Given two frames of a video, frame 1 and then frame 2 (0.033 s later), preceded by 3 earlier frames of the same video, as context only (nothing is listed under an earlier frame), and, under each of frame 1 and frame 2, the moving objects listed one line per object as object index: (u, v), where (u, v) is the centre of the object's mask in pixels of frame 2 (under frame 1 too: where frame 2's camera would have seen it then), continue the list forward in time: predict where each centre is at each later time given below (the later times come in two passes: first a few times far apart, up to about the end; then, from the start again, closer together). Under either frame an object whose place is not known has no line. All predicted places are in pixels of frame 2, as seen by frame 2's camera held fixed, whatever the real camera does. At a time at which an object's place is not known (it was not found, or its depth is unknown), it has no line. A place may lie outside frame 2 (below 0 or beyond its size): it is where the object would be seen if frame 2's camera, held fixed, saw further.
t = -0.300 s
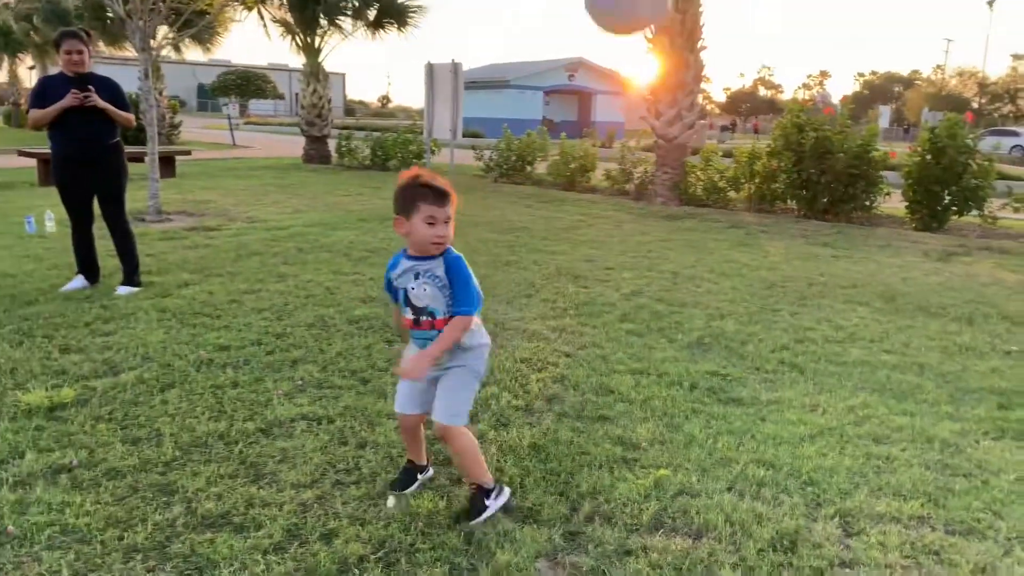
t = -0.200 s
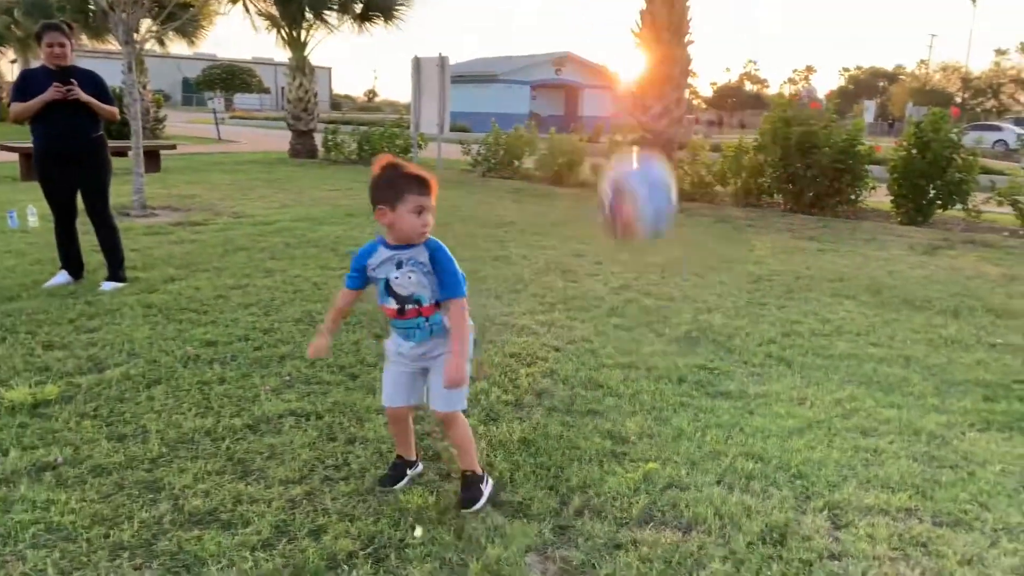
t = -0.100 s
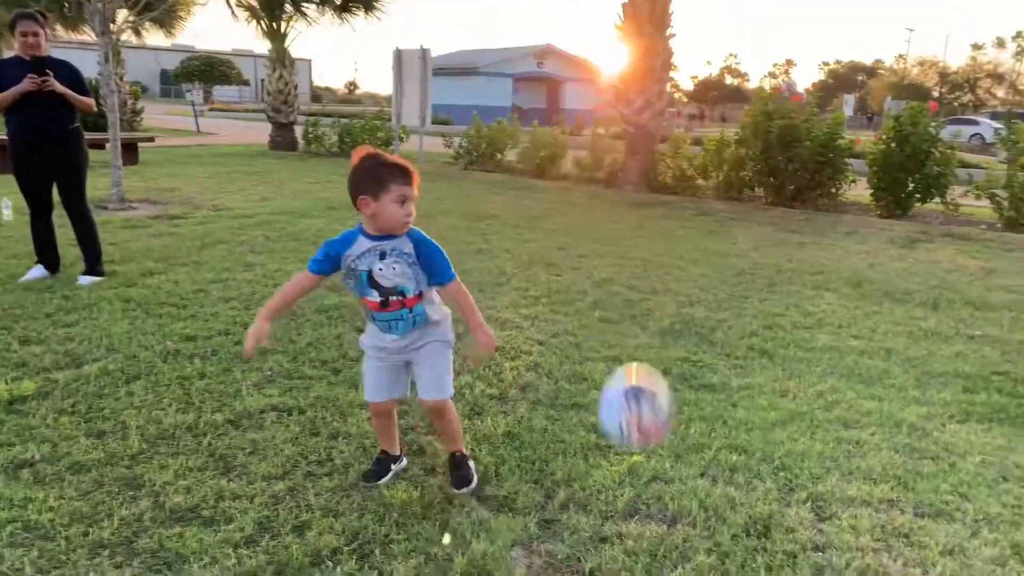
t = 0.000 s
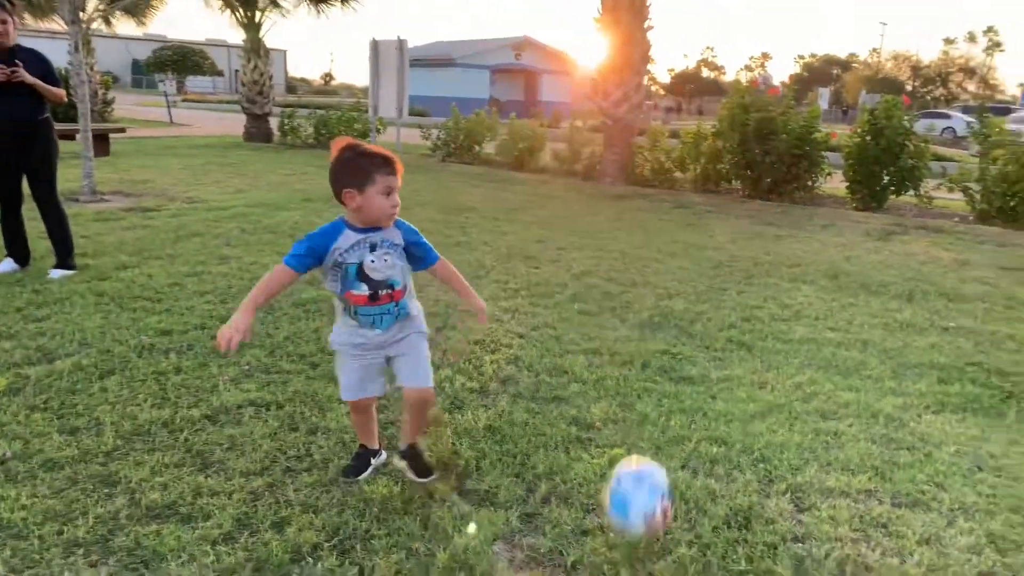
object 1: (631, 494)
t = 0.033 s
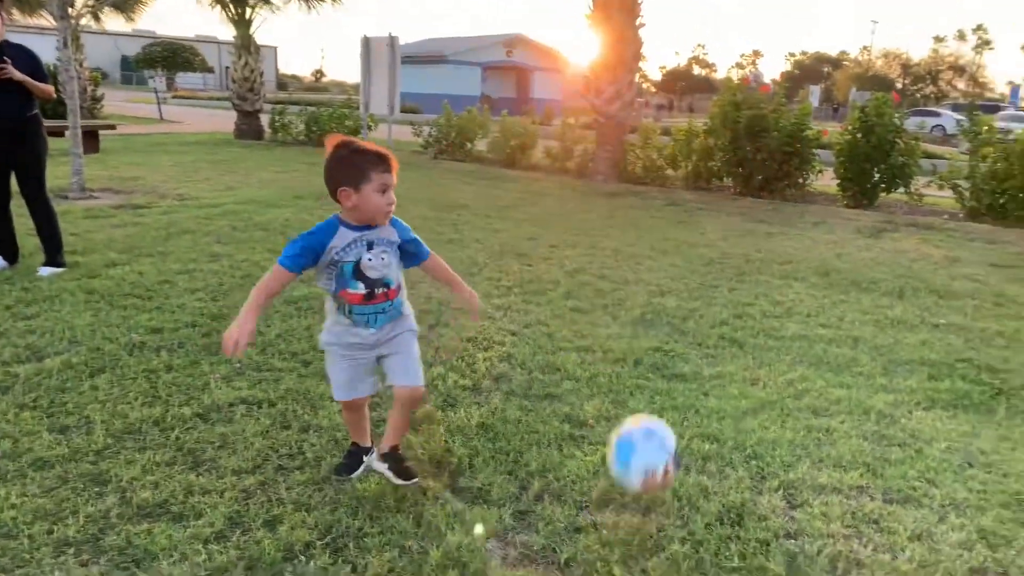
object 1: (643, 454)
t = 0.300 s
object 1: (732, 273)
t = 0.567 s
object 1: (783, 358)
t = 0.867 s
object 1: (840, 422)
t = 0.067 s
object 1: (655, 417)
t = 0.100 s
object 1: (667, 384)
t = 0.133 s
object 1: (678, 356)
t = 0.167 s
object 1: (689, 331)
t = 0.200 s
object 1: (700, 310)
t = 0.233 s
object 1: (711, 292)
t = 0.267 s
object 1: (721, 281)
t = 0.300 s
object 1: (732, 273)
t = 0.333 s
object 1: (741, 270)
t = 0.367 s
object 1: (749, 271)
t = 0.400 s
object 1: (757, 276)
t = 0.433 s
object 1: (764, 285)
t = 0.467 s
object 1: (769, 298)
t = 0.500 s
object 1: (776, 313)
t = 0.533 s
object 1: (779, 335)
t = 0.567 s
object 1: (783, 358)
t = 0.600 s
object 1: (786, 385)
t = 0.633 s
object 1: (789, 417)
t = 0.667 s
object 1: (790, 447)
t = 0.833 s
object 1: (831, 430)
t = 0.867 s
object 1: (840, 422)
